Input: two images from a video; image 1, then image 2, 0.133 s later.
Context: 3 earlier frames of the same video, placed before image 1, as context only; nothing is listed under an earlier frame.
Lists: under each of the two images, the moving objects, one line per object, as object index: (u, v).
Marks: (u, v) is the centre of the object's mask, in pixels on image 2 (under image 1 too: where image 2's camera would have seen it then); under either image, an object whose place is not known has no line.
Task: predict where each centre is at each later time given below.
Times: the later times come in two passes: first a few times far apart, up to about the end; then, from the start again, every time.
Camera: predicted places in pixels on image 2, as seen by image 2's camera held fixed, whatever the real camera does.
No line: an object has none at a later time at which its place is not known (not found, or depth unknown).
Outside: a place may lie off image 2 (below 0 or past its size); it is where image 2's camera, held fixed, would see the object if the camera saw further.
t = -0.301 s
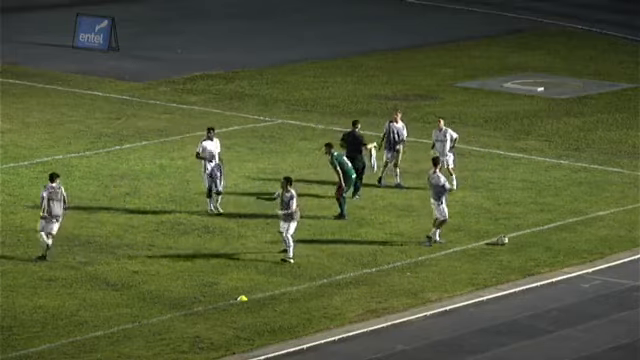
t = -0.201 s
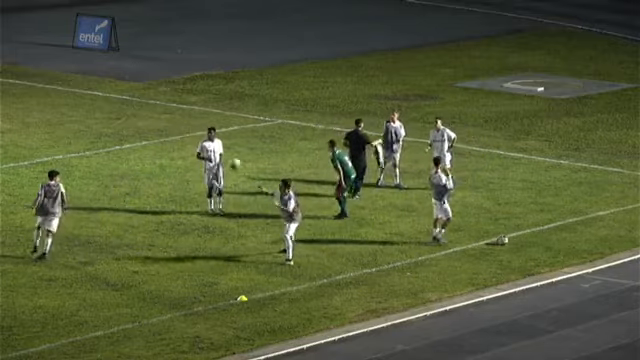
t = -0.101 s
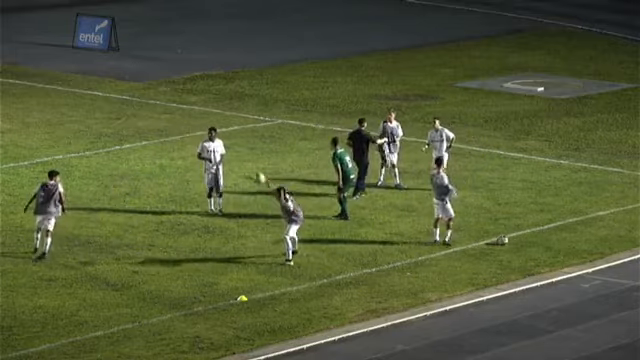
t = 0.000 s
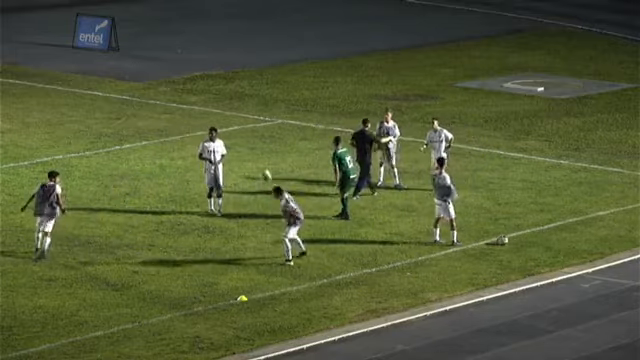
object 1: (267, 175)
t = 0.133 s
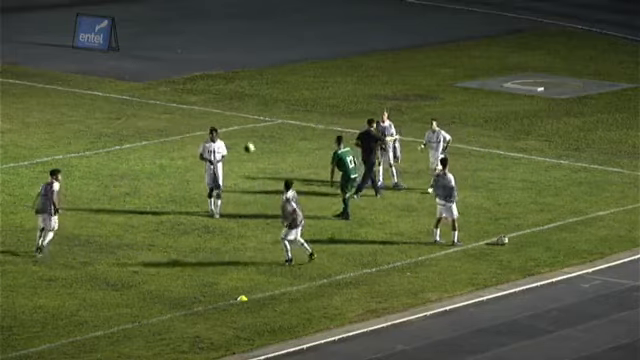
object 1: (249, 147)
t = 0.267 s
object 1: (232, 124)
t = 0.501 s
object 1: (203, 114)
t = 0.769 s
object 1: (166, 131)
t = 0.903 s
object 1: (150, 153)
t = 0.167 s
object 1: (245, 141)
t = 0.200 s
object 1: (241, 135)
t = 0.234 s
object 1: (236, 130)
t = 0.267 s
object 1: (232, 124)
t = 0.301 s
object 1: (228, 122)
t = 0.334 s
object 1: (223, 119)
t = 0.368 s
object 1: (219, 117)
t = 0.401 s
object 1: (214, 116)
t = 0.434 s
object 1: (209, 114)
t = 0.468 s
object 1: (205, 113)
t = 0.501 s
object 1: (203, 114)
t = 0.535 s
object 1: (199, 113)
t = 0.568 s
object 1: (194, 113)
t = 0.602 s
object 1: (189, 115)
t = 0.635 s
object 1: (185, 117)
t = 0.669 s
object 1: (179, 120)
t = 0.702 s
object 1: (175, 123)
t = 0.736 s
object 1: (170, 127)
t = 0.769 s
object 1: (166, 131)
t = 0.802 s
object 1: (162, 136)
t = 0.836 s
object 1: (158, 141)
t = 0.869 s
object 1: (153, 147)
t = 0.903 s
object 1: (150, 153)
